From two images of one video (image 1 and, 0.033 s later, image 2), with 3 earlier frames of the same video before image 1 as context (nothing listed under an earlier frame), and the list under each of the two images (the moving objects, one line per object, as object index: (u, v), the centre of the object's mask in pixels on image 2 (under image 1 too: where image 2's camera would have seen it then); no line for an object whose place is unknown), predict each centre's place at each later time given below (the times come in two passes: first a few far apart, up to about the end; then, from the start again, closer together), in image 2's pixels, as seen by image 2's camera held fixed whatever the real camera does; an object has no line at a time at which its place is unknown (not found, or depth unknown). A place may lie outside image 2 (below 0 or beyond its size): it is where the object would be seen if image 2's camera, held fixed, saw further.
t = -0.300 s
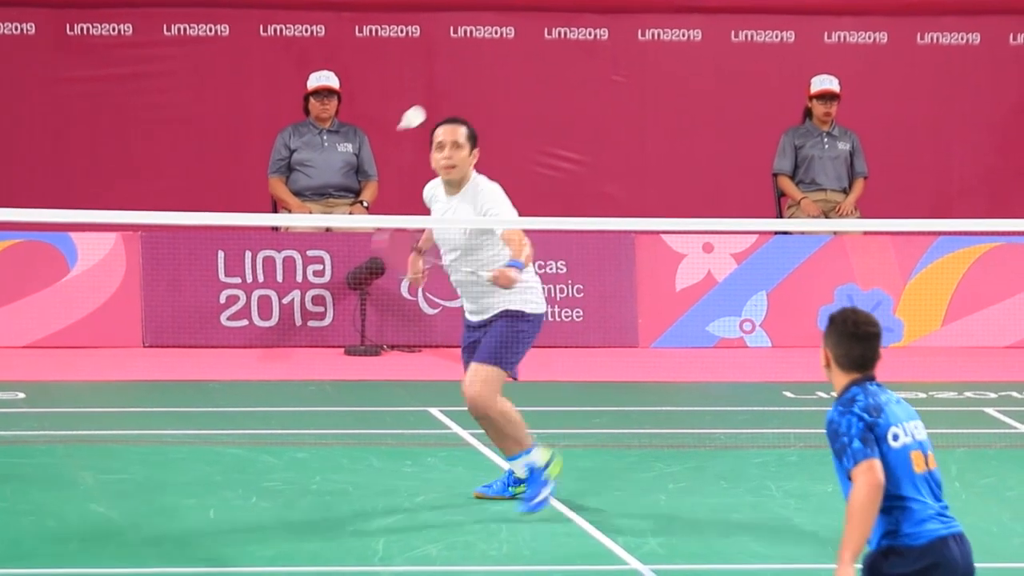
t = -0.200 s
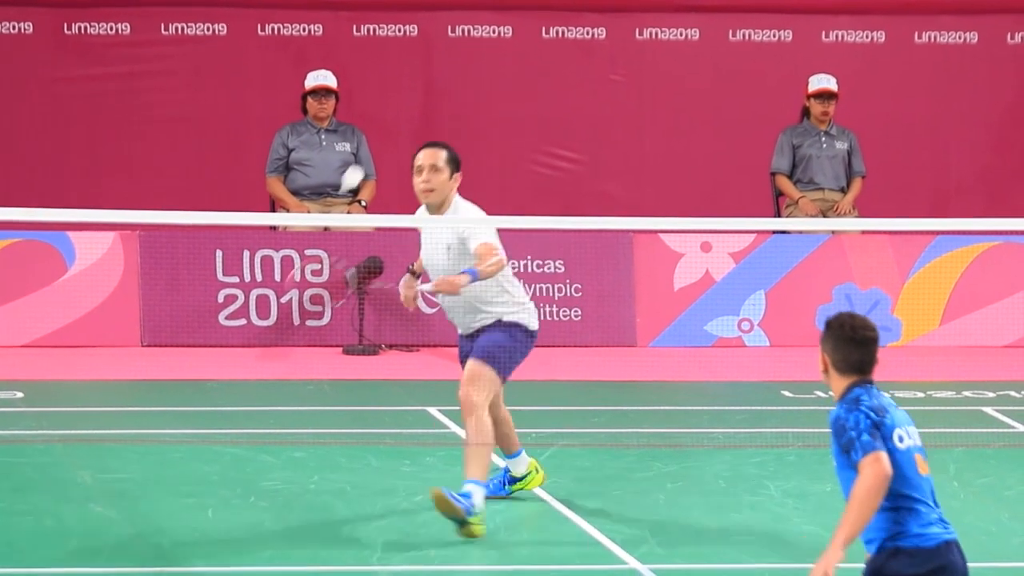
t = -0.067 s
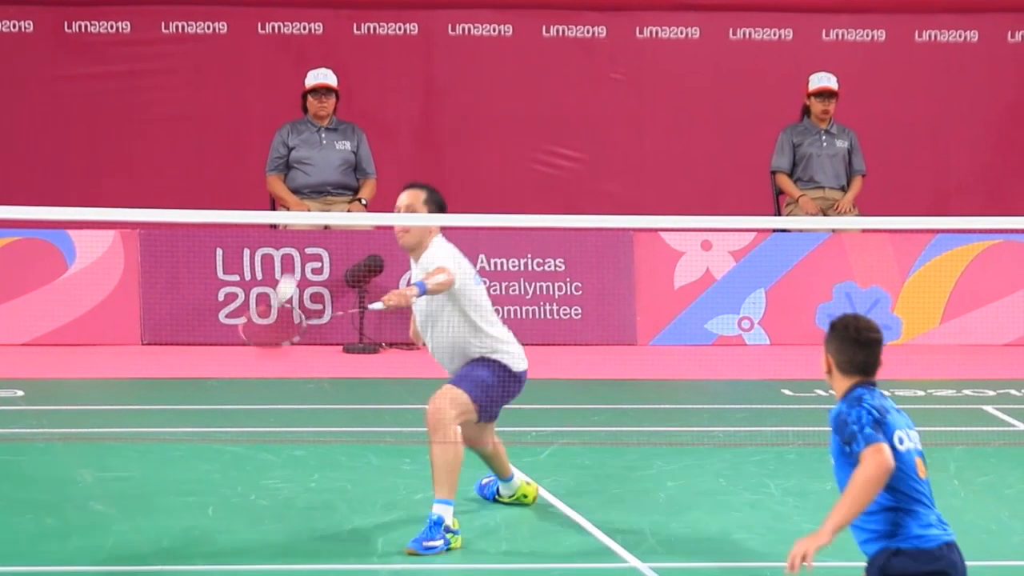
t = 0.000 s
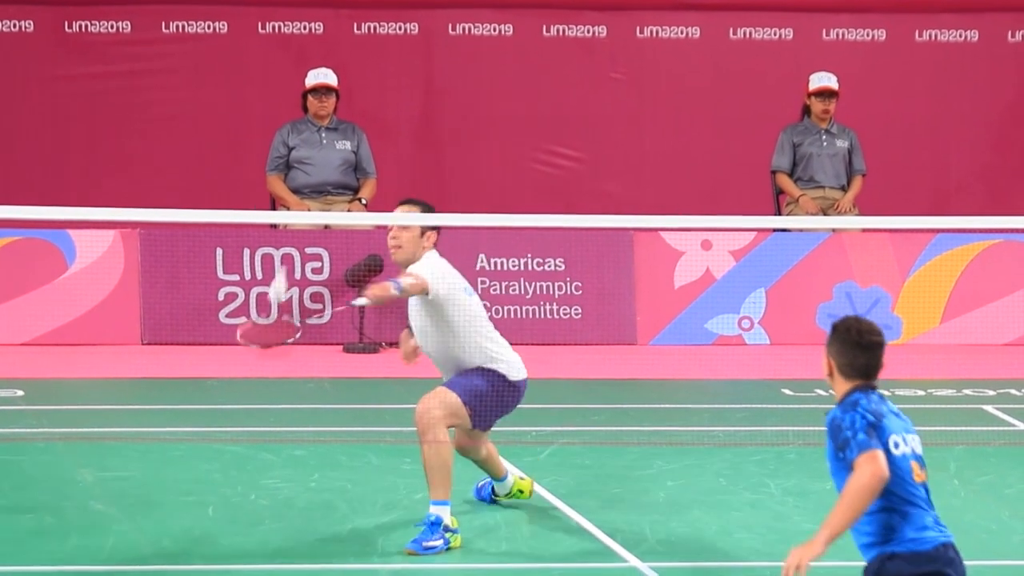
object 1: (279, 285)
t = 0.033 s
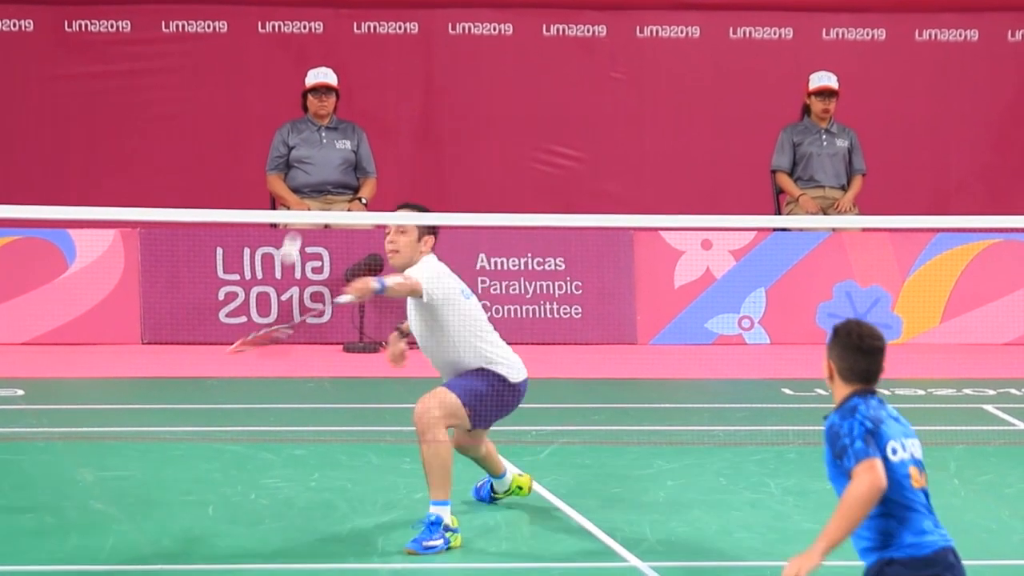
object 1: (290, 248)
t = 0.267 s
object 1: (346, 99)
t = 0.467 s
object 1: (389, 127)
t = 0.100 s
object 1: (309, 188)
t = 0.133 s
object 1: (314, 165)
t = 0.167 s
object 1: (319, 136)
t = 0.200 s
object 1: (329, 116)
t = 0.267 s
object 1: (346, 99)
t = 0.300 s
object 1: (354, 98)
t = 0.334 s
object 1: (362, 101)
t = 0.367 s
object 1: (369, 106)
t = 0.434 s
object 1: (383, 118)
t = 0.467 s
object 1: (389, 127)
